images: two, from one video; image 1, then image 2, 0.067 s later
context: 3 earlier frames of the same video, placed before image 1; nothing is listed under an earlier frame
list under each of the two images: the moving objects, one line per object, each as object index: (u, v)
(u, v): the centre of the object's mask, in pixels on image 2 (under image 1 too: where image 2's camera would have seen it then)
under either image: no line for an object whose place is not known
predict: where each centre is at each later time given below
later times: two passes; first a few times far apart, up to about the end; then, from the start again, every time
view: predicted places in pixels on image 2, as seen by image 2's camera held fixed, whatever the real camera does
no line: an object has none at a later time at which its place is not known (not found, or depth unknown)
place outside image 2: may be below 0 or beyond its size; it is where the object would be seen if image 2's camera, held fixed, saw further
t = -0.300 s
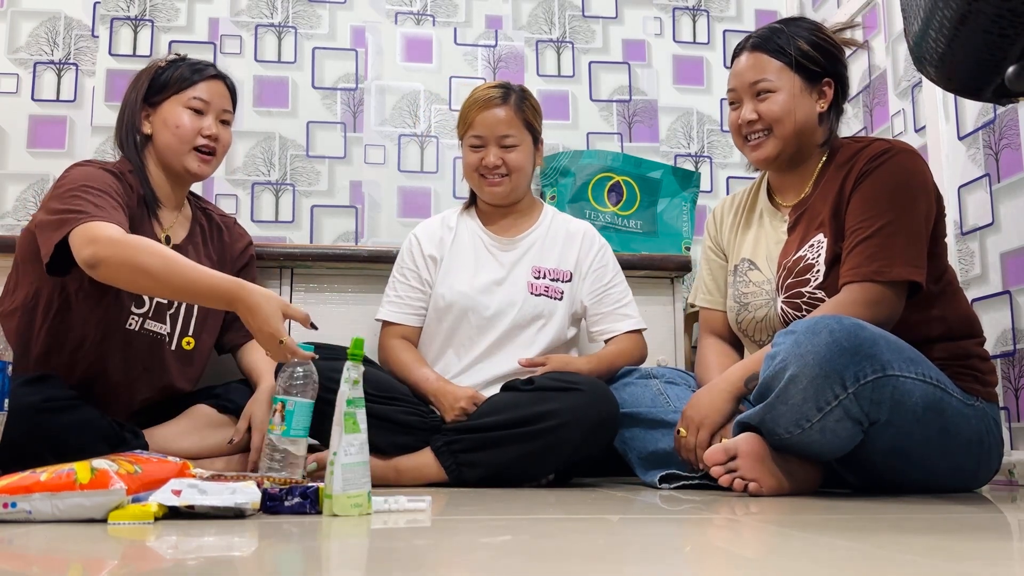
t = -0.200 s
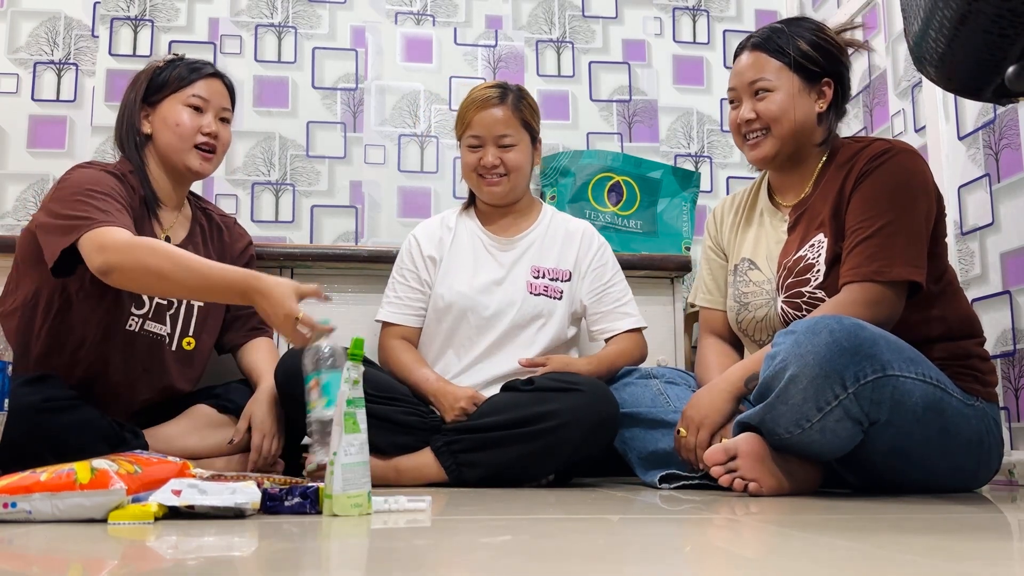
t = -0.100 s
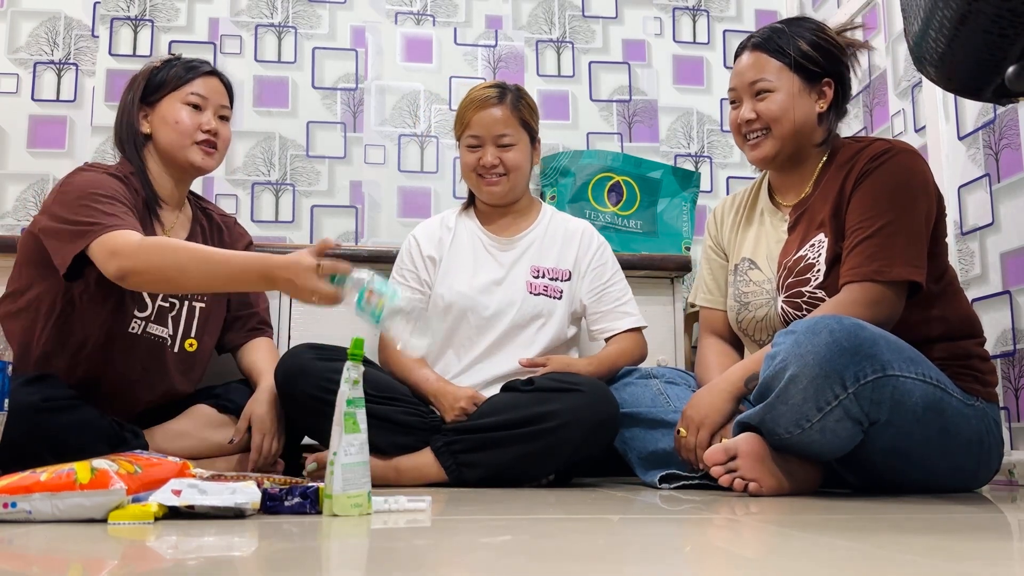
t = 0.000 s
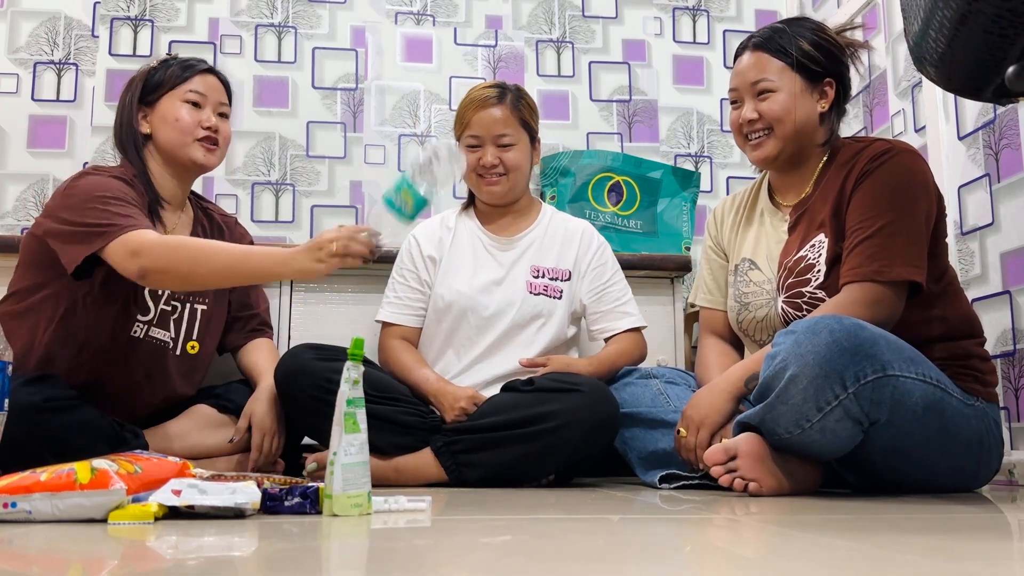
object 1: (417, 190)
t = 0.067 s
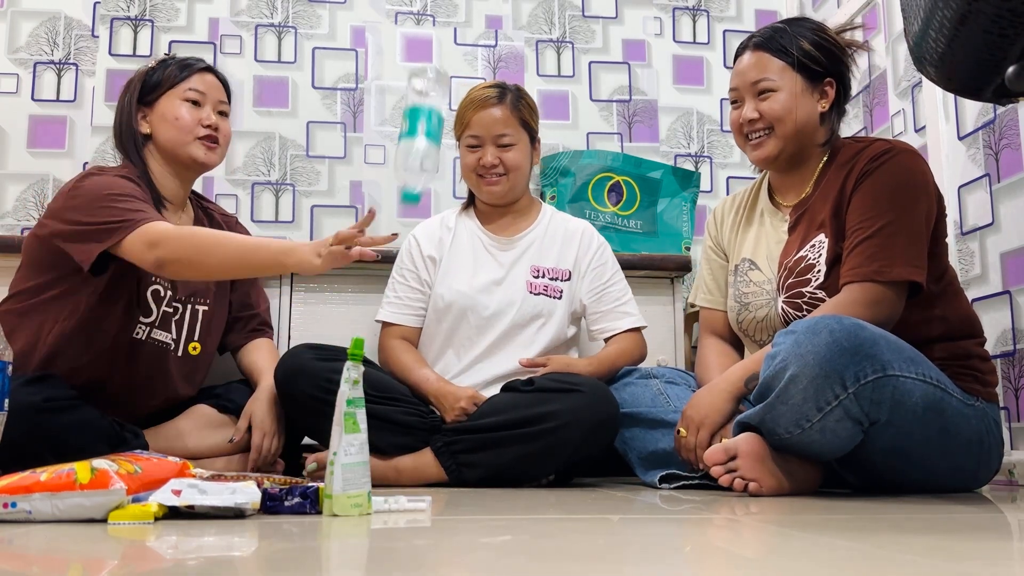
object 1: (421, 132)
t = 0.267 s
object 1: (412, 75)
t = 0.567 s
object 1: (400, 472)
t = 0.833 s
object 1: (399, 473)
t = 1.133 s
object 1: (397, 473)
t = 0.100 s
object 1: (424, 100)
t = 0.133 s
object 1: (423, 77)
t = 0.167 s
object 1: (420, 65)
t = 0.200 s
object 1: (417, 60)
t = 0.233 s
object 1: (416, 64)
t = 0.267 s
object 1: (412, 75)
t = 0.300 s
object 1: (408, 92)
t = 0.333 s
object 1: (404, 118)
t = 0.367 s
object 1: (401, 148)
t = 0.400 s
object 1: (395, 190)
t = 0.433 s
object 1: (387, 242)
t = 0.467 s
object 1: (381, 297)
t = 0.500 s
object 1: (389, 358)
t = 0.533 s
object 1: (389, 417)
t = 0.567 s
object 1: (400, 472)
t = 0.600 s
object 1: (401, 465)
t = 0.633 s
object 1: (399, 457)
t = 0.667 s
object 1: (399, 458)
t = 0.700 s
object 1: (401, 470)
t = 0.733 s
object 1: (399, 473)
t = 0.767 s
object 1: (399, 473)
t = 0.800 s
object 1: (400, 473)
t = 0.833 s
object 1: (399, 473)
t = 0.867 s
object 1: (399, 473)
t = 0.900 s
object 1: (398, 473)
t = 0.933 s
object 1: (398, 473)
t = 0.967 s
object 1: (397, 473)
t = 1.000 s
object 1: (397, 473)
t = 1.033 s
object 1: (397, 473)
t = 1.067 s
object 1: (397, 473)
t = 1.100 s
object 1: (397, 473)
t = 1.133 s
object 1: (397, 473)
